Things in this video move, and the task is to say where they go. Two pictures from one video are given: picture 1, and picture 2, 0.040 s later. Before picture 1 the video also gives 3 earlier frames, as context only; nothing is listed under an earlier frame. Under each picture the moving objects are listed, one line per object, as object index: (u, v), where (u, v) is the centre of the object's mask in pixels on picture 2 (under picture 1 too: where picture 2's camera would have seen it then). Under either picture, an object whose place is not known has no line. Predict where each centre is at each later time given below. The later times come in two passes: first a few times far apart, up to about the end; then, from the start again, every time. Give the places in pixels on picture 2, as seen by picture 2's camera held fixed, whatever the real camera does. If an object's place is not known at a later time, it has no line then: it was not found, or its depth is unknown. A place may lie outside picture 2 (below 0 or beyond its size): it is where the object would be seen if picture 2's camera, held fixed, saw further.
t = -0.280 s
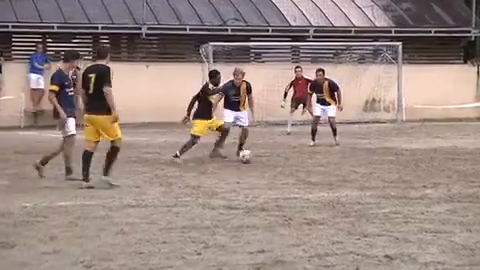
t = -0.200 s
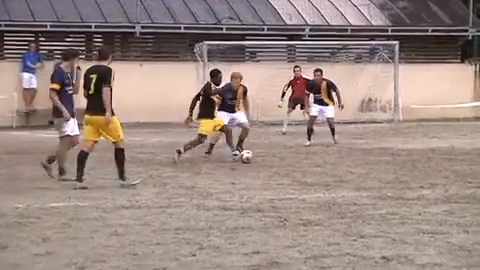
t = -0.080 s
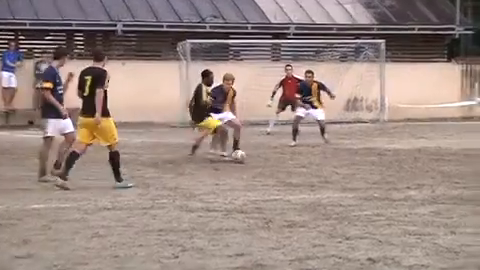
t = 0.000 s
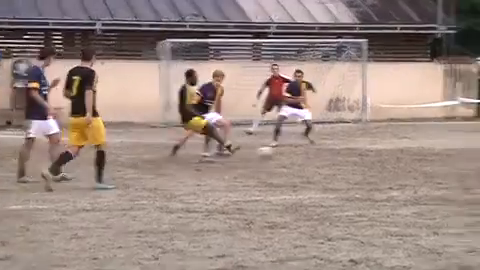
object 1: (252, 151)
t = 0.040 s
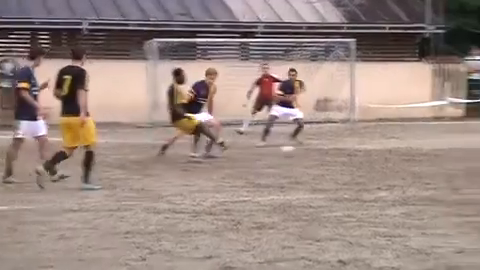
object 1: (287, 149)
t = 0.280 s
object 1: (459, 149)
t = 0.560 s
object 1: (614, 149)
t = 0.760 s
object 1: (703, 146)
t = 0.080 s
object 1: (319, 149)
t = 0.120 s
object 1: (351, 152)
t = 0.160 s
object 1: (382, 153)
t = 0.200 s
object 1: (407, 150)
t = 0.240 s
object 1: (434, 149)
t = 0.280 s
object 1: (459, 149)
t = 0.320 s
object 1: (484, 151)
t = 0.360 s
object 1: (506, 149)
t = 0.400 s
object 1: (528, 147)
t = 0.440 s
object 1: (552, 146)
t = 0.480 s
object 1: (571, 146)
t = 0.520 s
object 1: (594, 148)
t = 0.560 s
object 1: (614, 149)
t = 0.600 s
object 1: (632, 146)
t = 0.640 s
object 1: (651, 145)
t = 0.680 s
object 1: (669, 145)
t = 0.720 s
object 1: (686, 146)
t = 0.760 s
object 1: (703, 146)
